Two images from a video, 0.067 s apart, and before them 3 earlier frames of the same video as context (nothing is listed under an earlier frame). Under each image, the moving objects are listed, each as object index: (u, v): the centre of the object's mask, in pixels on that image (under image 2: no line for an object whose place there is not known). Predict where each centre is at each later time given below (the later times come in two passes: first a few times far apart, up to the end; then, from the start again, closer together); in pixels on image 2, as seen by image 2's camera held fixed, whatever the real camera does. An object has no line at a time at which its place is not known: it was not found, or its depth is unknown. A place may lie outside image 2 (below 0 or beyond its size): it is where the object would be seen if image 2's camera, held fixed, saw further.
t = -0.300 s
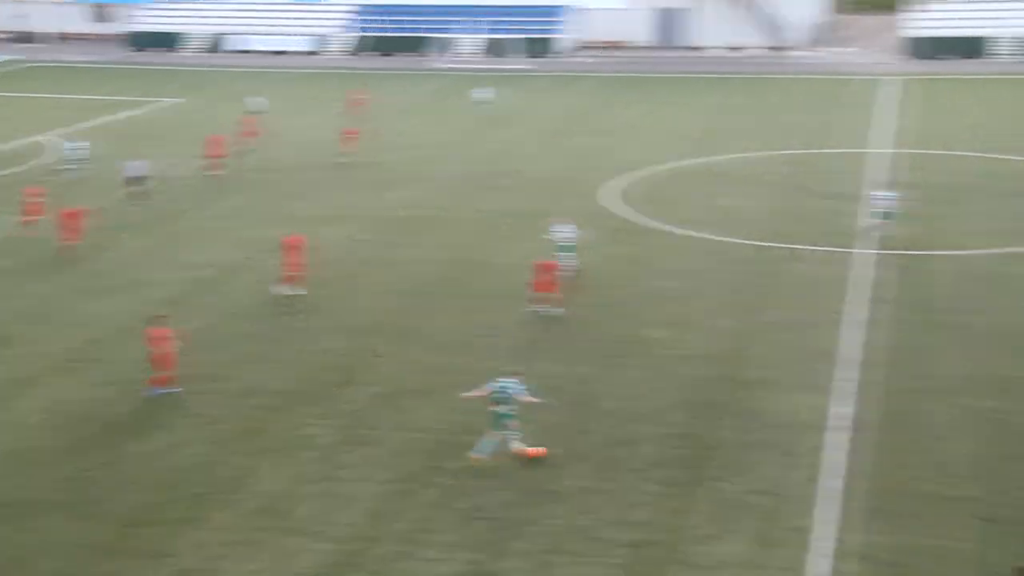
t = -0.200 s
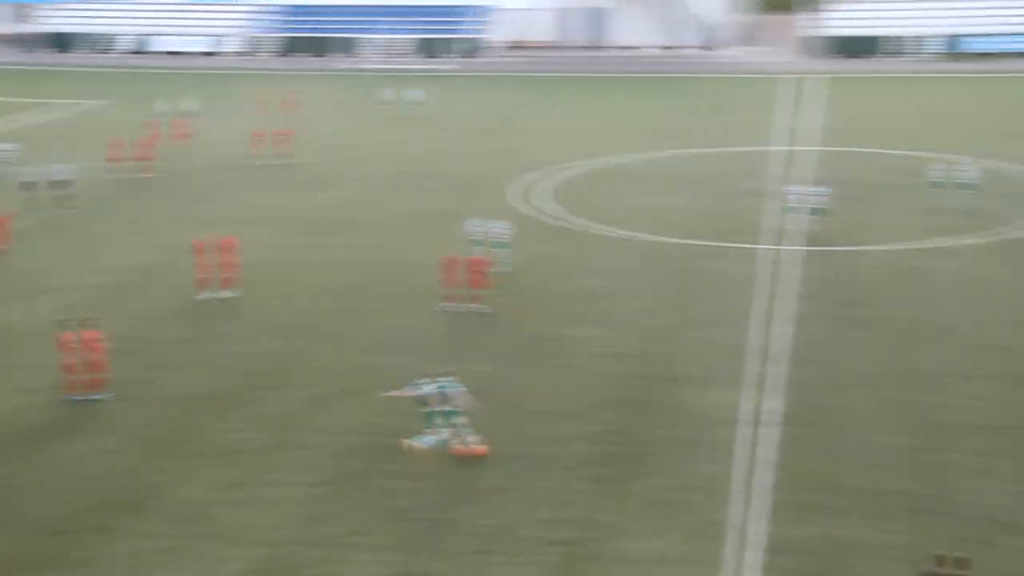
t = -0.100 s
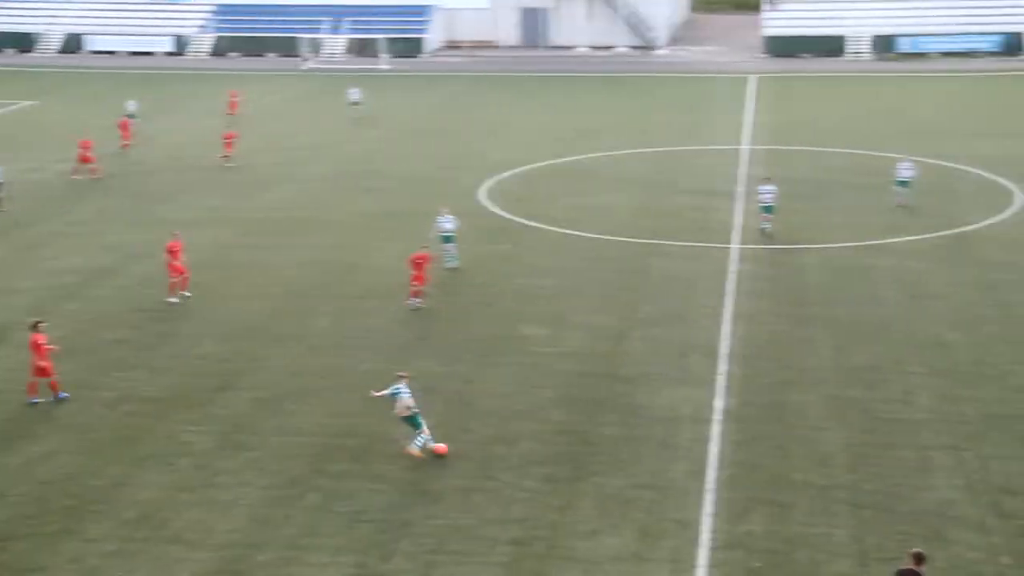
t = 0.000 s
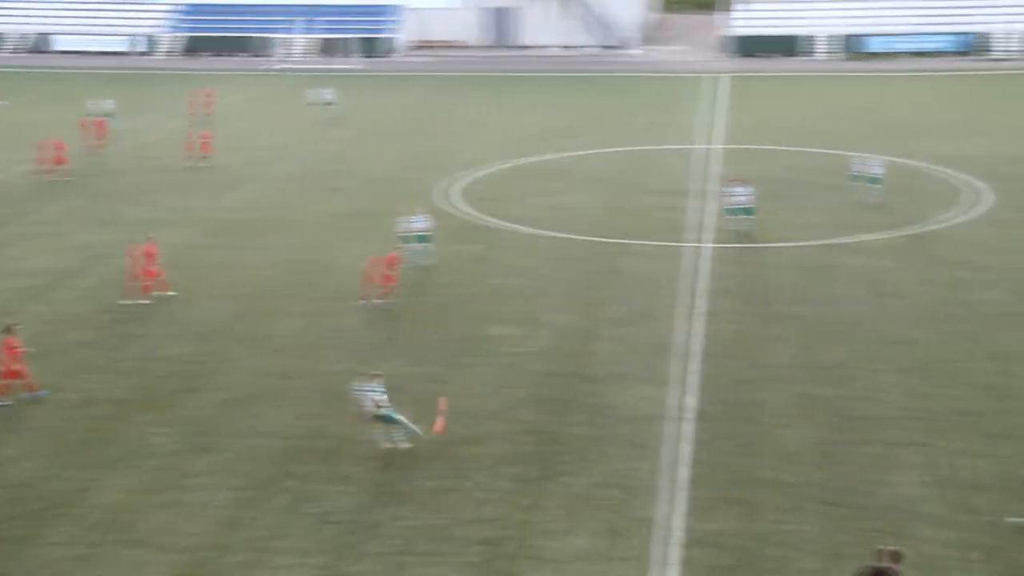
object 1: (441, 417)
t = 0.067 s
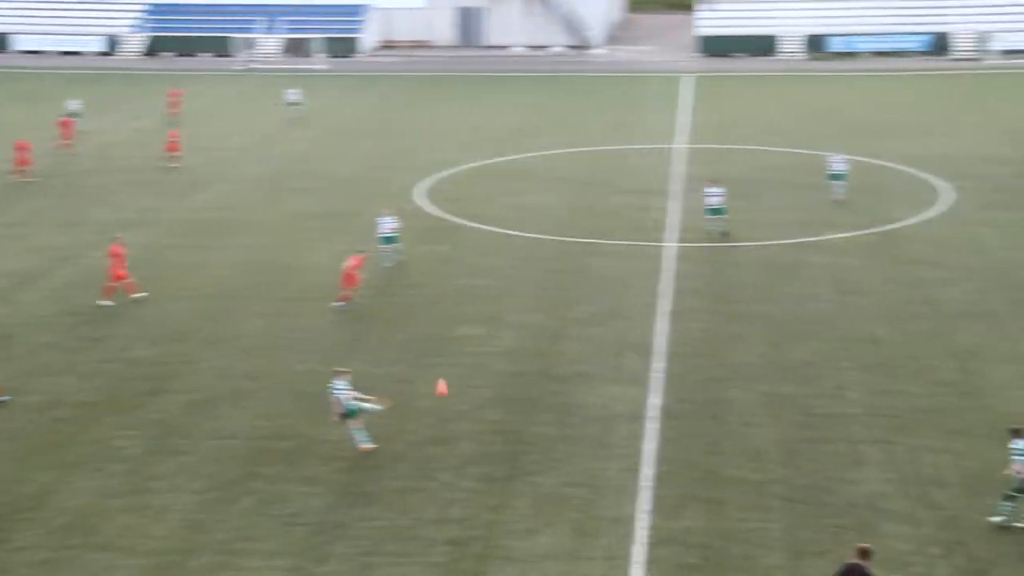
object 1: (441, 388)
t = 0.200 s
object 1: (492, 341)
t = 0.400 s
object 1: (545, 299)
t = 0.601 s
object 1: (574, 278)
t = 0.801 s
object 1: (588, 246)
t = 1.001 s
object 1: (586, 233)
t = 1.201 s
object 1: (610, 218)
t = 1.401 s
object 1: (614, 209)
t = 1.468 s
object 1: (616, 209)
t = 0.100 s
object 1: (458, 372)
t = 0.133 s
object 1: (471, 361)
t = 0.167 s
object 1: (481, 352)
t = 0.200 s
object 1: (492, 341)
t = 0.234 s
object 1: (503, 331)
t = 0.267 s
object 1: (512, 324)
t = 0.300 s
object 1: (521, 316)
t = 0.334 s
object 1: (528, 311)
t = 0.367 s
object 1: (536, 305)
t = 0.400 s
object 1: (545, 299)
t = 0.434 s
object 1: (549, 296)
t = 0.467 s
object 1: (556, 292)
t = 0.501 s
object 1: (563, 289)
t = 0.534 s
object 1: (567, 287)
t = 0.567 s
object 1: (571, 283)
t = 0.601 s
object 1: (574, 278)
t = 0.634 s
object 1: (576, 272)
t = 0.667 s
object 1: (579, 264)
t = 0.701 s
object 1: (582, 258)
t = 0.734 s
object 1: (584, 254)
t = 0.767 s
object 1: (586, 249)
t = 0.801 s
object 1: (588, 246)
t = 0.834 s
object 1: (589, 242)
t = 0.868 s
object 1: (591, 240)
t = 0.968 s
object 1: (583, 234)
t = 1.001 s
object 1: (586, 233)
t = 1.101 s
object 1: (604, 228)
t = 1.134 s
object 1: (605, 225)
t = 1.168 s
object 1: (606, 222)
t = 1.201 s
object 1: (610, 218)
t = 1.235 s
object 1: (608, 216)
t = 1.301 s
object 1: (611, 211)
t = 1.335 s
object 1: (613, 210)
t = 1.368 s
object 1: (613, 210)
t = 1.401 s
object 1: (614, 209)
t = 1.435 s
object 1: (615, 209)
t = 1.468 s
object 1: (616, 209)
